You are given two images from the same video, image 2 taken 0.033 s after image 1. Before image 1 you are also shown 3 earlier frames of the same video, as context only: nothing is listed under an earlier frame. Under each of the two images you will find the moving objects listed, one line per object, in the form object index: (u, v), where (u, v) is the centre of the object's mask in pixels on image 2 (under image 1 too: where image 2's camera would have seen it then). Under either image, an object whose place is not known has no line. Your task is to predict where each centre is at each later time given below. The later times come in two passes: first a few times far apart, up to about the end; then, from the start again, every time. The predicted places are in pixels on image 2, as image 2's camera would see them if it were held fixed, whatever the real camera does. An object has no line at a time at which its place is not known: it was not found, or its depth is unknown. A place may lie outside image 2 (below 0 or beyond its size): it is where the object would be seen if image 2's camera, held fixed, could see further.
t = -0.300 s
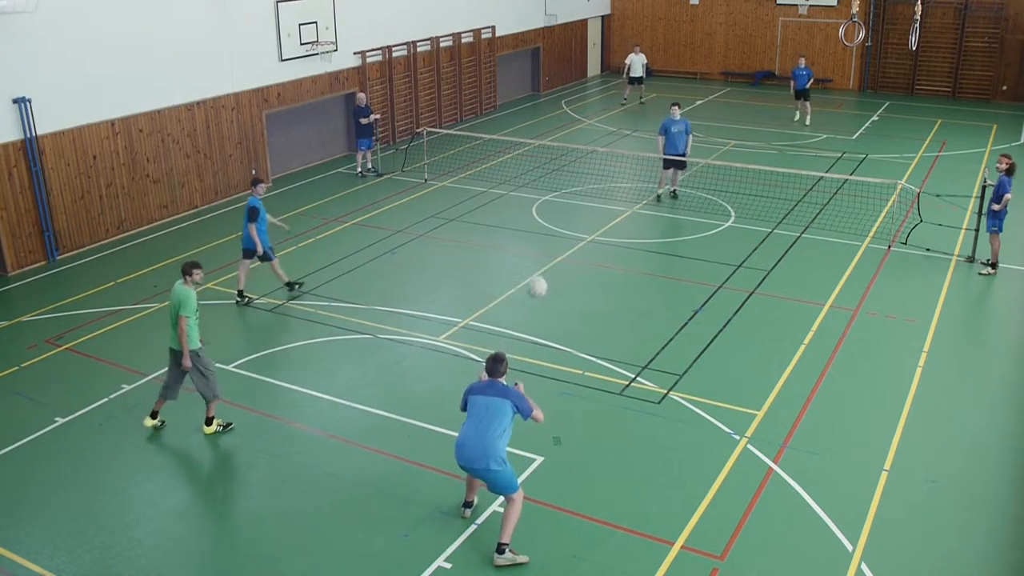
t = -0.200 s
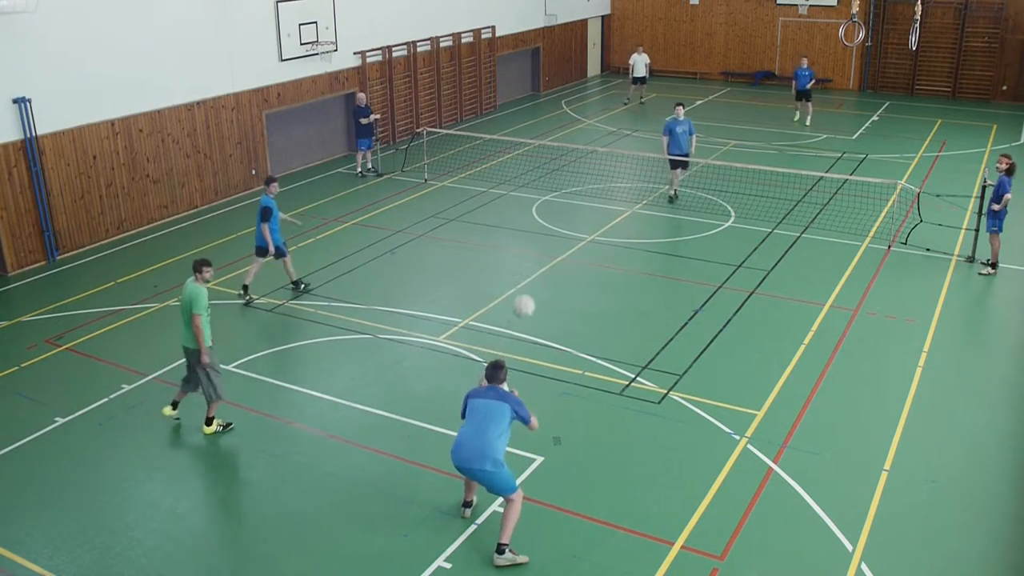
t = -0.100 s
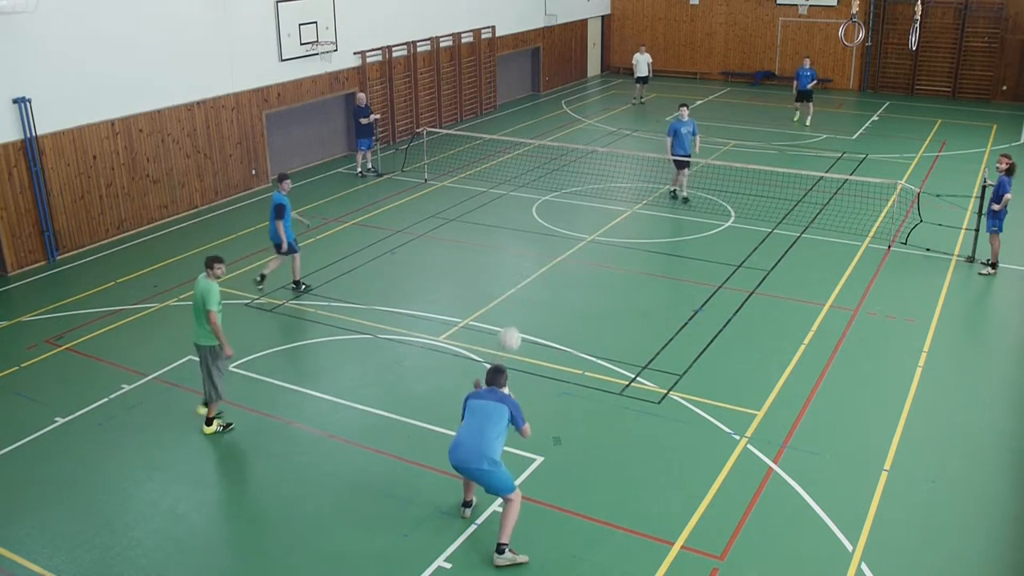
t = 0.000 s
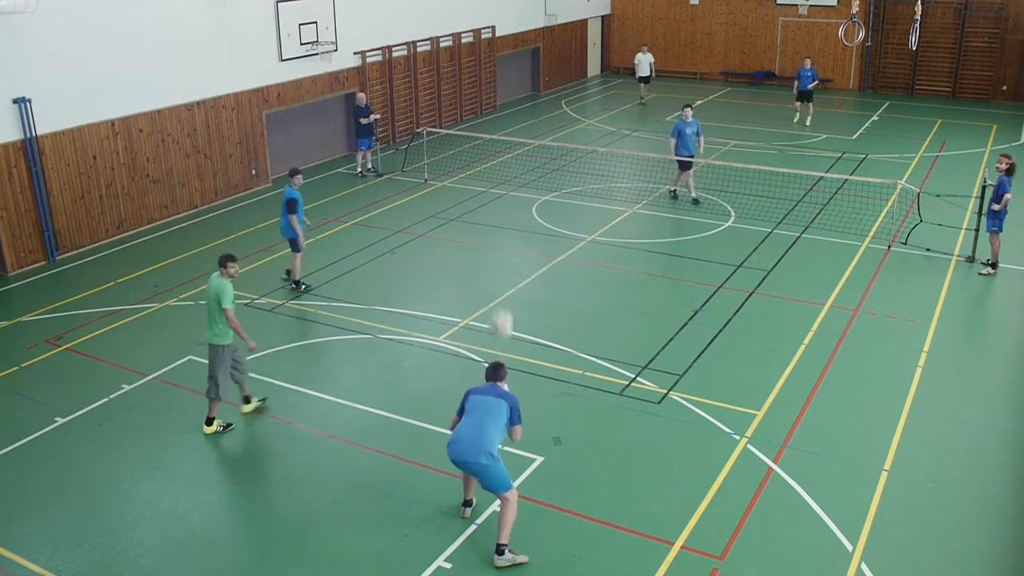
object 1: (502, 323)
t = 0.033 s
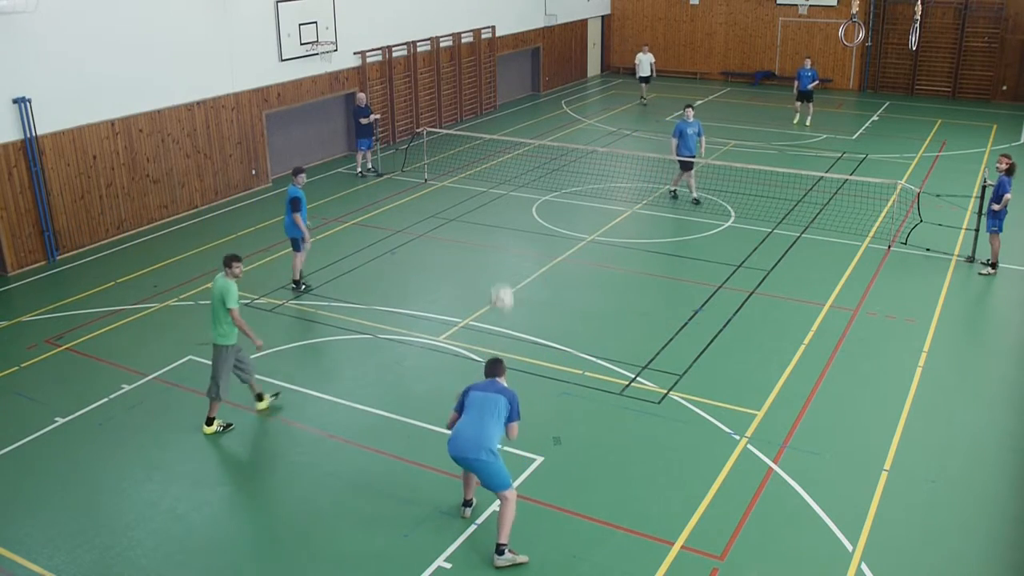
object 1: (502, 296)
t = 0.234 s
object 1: (502, 175)
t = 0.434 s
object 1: (503, 100)
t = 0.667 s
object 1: (503, 71)
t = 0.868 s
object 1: (505, 86)
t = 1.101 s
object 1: (507, 143)
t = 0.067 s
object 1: (502, 273)
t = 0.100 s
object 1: (502, 250)
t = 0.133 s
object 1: (502, 229)
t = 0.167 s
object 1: (502, 208)
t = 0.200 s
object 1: (502, 190)
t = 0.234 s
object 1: (502, 175)
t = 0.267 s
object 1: (502, 157)
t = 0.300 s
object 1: (502, 144)
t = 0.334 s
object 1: (502, 130)
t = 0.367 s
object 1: (502, 119)
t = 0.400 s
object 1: (502, 109)
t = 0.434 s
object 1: (503, 100)
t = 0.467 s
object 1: (503, 92)
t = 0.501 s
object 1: (503, 86)
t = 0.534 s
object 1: (503, 80)
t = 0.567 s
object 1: (503, 76)
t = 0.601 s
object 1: (503, 73)
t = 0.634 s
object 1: (503, 71)
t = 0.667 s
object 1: (503, 71)
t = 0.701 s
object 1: (504, 71)
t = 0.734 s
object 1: (504, 72)
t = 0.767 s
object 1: (504, 74)
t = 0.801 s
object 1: (504, 77)
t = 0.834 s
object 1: (505, 81)
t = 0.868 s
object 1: (505, 86)
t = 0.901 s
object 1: (505, 92)
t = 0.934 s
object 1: (505, 99)
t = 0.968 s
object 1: (506, 106)
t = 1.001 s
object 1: (506, 114)
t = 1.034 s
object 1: (506, 123)
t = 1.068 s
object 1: (507, 132)
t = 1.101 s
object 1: (507, 143)
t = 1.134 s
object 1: (507, 153)
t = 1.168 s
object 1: (508, 164)
